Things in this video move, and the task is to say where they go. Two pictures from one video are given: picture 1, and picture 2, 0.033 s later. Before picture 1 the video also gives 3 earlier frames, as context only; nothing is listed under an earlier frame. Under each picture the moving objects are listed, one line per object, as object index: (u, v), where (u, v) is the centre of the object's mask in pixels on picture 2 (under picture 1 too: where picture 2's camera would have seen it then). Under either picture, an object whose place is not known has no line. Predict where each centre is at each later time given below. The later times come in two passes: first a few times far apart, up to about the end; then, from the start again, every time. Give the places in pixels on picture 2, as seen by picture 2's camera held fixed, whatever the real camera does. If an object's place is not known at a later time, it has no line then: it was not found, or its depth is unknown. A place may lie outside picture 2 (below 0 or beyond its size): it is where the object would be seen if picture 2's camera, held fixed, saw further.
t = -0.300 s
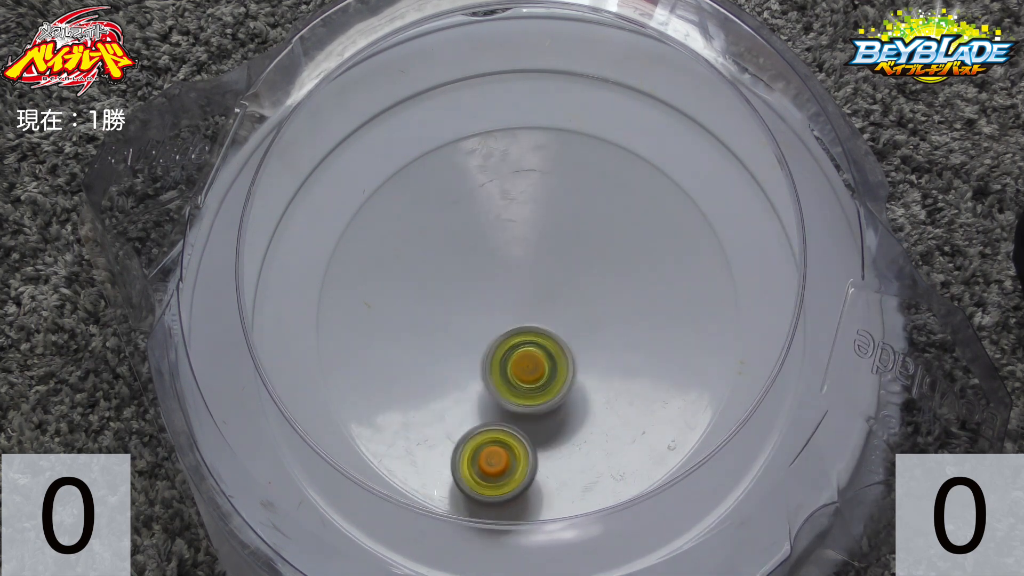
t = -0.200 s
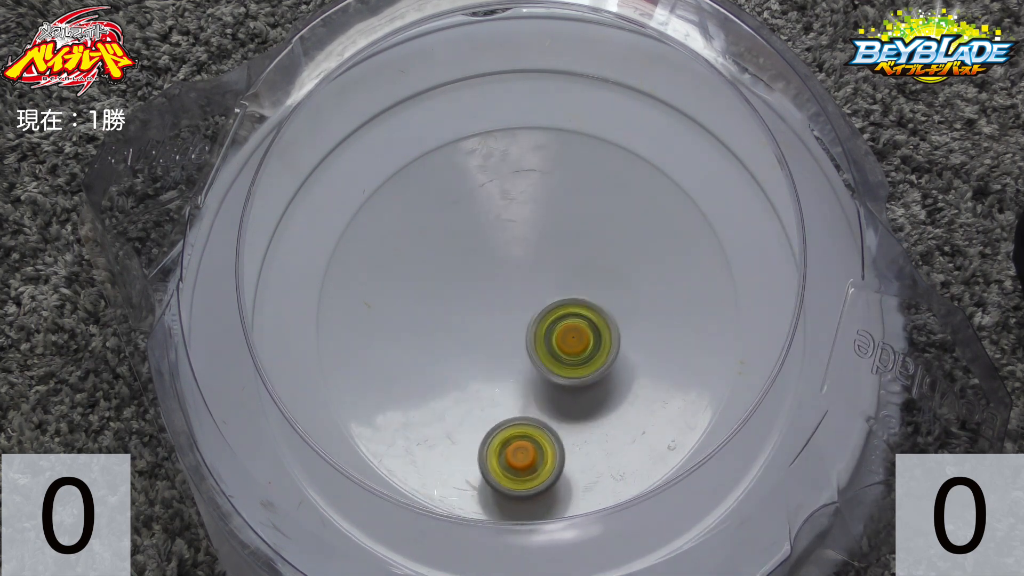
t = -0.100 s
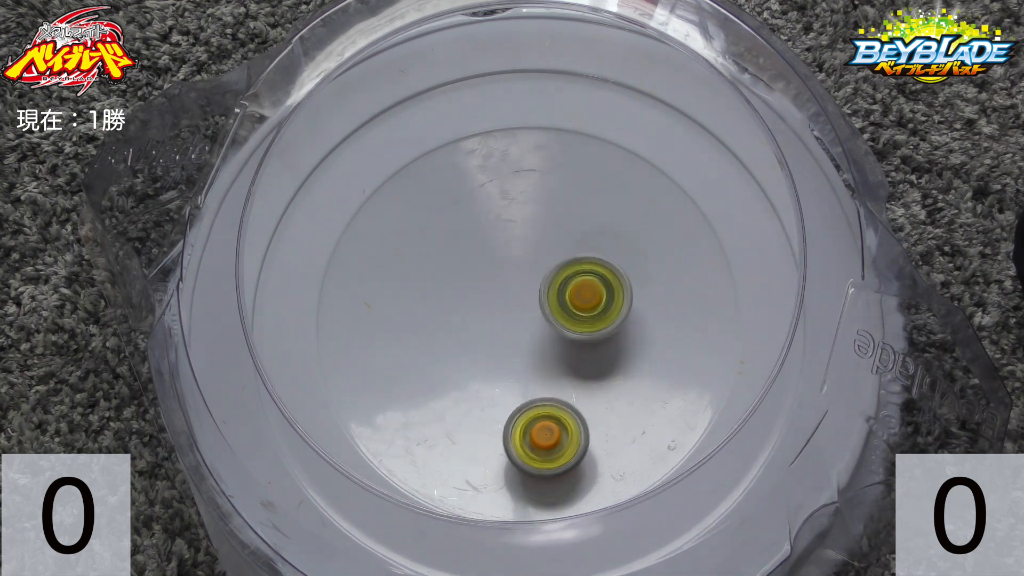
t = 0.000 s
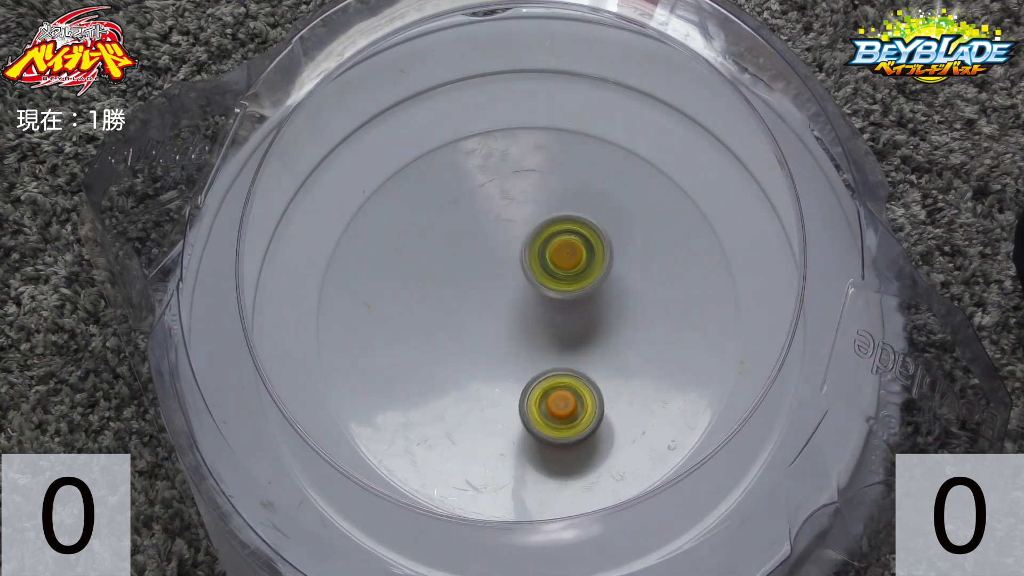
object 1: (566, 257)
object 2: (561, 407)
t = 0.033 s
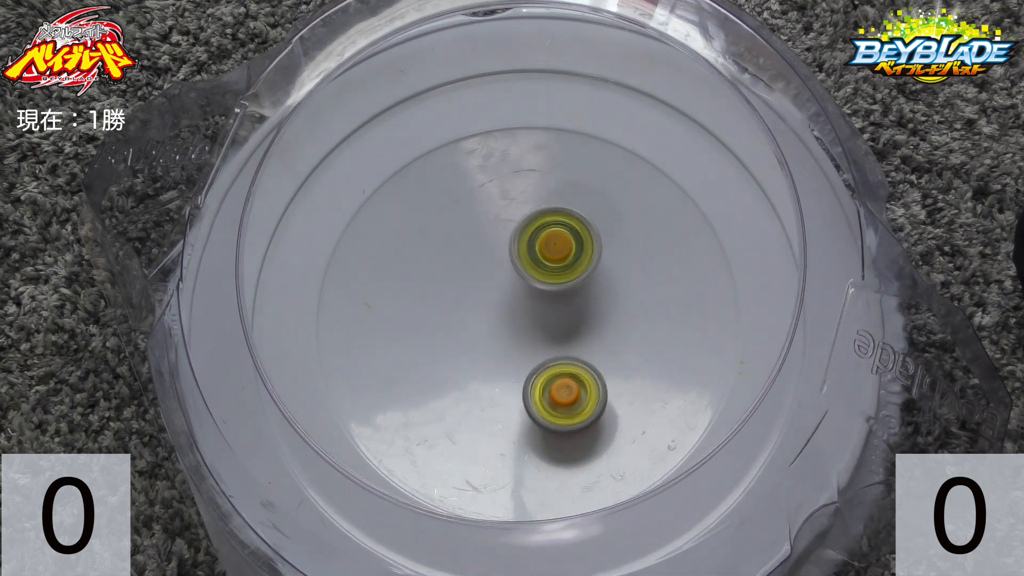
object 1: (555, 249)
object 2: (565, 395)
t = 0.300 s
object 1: (464, 303)
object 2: (559, 323)
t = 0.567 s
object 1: (484, 374)
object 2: (543, 281)
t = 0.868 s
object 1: (578, 291)
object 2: (494, 278)
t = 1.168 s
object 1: (580, 267)
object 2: (422, 311)
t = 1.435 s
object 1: (622, 263)
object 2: (348, 402)
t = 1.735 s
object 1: (542, 283)
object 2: (436, 441)
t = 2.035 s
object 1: (504, 320)
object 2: (545, 467)
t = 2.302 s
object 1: (554, 246)
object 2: (607, 547)
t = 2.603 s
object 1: (534, 378)
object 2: (641, 541)
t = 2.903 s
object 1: (559, 317)
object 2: (607, 548)
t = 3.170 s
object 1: (522, 283)
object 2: (549, 542)
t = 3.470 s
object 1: (533, 336)
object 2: (522, 480)
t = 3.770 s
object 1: (541, 266)
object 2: (547, 368)
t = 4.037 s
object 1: (453, 257)
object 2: (587, 316)
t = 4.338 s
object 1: (484, 337)
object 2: (615, 302)
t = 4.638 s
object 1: (567, 330)
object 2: (607, 248)
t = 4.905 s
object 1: (485, 297)
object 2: (571, 274)
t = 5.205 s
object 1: (474, 295)
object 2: (560, 327)
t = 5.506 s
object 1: (522, 274)
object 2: (543, 373)
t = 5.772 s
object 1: (521, 196)
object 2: (503, 484)
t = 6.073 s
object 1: (479, 214)
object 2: (509, 438)
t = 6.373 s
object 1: (522, 265)
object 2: (543, 422)
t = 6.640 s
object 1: (575, 278)
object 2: (562, 373)
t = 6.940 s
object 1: (565, 222)
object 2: (533, 378)
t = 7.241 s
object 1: (589, 237)
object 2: (483, 425)
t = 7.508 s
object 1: (549, 308)
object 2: (509, 409)
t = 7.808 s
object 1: (546, 239)
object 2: (504, 452)
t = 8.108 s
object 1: (570, 242)
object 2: (482, 475)
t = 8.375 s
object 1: (568, 184)
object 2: (415, 543)
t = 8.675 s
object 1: (513, 324)
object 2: (399, 536)
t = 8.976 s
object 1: (546, 395)
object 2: (411, 494)
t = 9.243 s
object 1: (536, 351)
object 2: (495, 432)
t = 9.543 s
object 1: (482, 279)
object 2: (568, 373)
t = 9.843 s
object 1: (492, 278)
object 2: (601, 338)
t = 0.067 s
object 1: (541, 245)
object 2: (567, 382)
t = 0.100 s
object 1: (526, 245)
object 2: (569, 370)
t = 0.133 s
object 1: (512, 250)
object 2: (569, 358)
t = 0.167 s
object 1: (501, 260)
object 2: (567, 347)
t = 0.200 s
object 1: (491, 272)
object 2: (564, 337)
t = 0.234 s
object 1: (485, 287)
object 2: (560, 329)
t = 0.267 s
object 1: (477, 296)
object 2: (559, 324)
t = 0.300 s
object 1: (464, 303)
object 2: (559, 323)
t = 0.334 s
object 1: (455, 309)
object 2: (558, 322)
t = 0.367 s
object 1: (449, 318)
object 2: (556, 318)
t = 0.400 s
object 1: (448, 327)
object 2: (551, 314)
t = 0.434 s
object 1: (452, 336)
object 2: (546, 309)
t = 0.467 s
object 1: (460, 345)
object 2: (540, 305)
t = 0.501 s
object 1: (466, 355)
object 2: (541, 298)
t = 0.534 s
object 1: (473, 365)
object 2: (543, 288)
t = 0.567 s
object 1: (484, 374)
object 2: (543, 281)
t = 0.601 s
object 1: (498, 377)
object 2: (540, 277)
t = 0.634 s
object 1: (514, 376)
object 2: (535, 273)
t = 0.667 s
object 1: (529, 371)
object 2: (529, 271)
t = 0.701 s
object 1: (544, 362)
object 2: (522, 270)
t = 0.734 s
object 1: (557, 351)
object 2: (515, 269)
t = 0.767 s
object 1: (567, 338)
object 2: (510, 270)
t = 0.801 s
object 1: (575, 323)
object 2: (504, 272)
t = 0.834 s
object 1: (579, 307)
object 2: (499, 274)
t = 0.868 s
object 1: (578, 291)
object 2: (494, 278)
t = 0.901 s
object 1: (575, 279)
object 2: (492, 282)
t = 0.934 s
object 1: (573, 271)
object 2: (487, 286)
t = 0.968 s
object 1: (589, 267)
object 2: (464, 287)
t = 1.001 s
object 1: (599, 265)
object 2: (445, 287)
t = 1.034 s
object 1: (605, 264)
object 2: (430, 290)
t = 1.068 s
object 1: (607, 264)
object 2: (419, 294)
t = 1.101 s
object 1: (601, 263)
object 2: (414, 299)
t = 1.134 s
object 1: (594, 265)
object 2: (416, 305)
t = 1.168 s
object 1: (580, 267)
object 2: (422, 311)
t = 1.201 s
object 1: (565, 272)
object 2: (431, 317)
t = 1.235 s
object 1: (549, 280)
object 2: (441, 321)
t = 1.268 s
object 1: (533, 287)
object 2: (452, 326)
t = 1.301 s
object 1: (555, 279)
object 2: (416, 344)
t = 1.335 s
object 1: (578, 273)
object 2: (386, 363)
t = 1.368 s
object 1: (597, 268)
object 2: (364, 379)
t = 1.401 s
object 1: (613, 265)
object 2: (351, 392)
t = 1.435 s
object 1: (622, 263)
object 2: (348, 402)
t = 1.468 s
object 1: (626, 261)
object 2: (352, 409)
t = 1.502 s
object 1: (628, 259)
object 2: (361, 416)
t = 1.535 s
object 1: (626, 258)
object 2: (370, 422)
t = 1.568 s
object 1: (621, 258)
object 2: (379, 427)
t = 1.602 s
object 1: (611, 262)
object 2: (389, 432)
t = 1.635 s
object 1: (598, 266)
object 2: (400, 435)
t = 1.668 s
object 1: (580, 271)
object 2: (412, 438)
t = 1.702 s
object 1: (562, 276)
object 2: (424, 440)
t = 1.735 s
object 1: (542, 283)
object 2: (436, 441)
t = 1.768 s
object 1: (523, 291)
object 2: (448, 441)
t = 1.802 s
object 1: (505, 299)
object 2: (461, 440)
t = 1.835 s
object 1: (492, 309)
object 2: (473, 437)
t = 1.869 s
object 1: (485, 317)
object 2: (485, 434)
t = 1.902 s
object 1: (481, 328)
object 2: (497, 430)
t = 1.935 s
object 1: (481, 339)
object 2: (508, 425)
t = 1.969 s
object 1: (486, 346)
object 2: (518, 425)
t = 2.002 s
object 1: (497, 345)
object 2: (529, 433)
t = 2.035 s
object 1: (504, 320)
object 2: (545, 467)
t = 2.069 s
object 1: (512, 297)
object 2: (559, 486)
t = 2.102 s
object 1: (520, 275)
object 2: (574, 501)
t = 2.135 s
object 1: (528, 257)
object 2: (584, 514)
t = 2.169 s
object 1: (536, 244)
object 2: (591, 527)
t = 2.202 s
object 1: (543, 236)
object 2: (596, 535)
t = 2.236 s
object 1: (548, 234)
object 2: (602, 545)
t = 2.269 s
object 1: (552, 238)
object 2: (605, 546)
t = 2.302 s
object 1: (554, 246)
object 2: (607, 547)
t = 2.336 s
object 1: (552, 259)
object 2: (610, 549)
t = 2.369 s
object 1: (549, 277)
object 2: (615, 549)
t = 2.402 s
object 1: (547, 296)
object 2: (620, 548)
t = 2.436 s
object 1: (545, 315)
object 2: (627, 546)
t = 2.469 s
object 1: (544, 333)
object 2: (633, 544)
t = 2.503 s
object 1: (542, 349)
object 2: (638, 542)
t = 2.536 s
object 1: (539, 362)
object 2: (641, 540)
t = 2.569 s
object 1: (536, 372)
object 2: (642, 540)
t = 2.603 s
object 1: (534, 378)
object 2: (641, 541)
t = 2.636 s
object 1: (534, 380)
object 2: (639, 542)
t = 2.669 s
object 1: (536, 379)
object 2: (637, 542)
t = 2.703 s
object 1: (539, 376)
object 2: (636, 541)
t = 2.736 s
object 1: (544, 369)
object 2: (633, 542)
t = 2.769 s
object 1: (548, 360)
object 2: (629, 543)
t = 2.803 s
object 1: (552, 350)
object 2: (624, 545)
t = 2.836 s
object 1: (555, 339)
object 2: (619, 546)
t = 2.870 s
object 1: (557, 327)
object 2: (613, 547)
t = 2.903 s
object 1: (559, 317)
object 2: (607, 548)
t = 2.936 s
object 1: (560, 307)
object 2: (600, 548)
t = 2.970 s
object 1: (558, 297)
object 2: (593, 549)
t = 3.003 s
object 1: (553, 289)
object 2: (585, 548)
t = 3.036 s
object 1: (549, 283)
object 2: (577, 547)
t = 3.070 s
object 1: (542, 280)
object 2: (570, 546)
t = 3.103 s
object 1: (534, 278)
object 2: (563, 546)
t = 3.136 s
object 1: (527, 280)
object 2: (556, 544)
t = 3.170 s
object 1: (522, 283)
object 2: (549, 542)
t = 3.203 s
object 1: (519, 288)
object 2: (543, 540)
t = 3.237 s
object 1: (517, 293)
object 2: (536, 537)
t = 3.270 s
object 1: (516, 301)
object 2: (530, 533)
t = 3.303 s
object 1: (515, 308)
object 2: (525, 527)
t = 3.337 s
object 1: (517, 313)
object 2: (520, 521)
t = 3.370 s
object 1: (520, 319)
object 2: (516, 514)
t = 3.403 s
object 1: (524, 327)
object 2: (514, 504)
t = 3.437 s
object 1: (528, 333)
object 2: (518, 489)
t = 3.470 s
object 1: (533, 336)
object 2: (522, 480)
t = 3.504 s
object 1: (536, 339)
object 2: (527, 467)
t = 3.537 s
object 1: (539, 340)
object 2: (532, 453)
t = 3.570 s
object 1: (539, 340)
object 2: (536, 438)
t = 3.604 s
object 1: (539, 337)
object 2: (540, 422)
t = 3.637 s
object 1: (540, 322)
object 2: (540, 414)
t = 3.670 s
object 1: (543, 309)
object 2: (541, 404)
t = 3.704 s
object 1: (545, 294)
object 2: (542, 392)
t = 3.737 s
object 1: (545, 279)
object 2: (544, 380)
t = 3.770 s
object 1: (541, 266)
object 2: (547, 368)
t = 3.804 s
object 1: (533, 255)
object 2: (549, 356)
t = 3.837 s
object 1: (523, 247)
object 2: (551, 345)
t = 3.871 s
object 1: (511, 242)
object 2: (553, 335)
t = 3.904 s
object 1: (496, 242)
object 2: (554, 326)
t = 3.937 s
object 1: (486, 246)
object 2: (555, 317)
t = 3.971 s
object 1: (482, 253)
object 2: (555, 309)
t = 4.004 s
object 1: (468, 257)
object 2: (568, 310)
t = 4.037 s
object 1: (453, 257)
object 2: (587, 316)
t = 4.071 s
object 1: (443, 259)
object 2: (602, 323)
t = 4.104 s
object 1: (437, 265)
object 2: (612, 327)
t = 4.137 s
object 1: (434, 275)
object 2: (618, 328)
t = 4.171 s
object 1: (435, 286)
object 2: (620, 327)
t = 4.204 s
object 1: (439, 298)
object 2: (620, 323)
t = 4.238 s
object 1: (446, 310)
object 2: (620, 318)
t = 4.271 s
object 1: (456, 320)
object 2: (618, 313)
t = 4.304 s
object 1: (469, 329)
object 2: (617, 307)
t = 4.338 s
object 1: (484, 337)
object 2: (615, 302)
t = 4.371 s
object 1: (502, 344)
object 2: (614, 297)
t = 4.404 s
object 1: (517, 349)
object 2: (613, 292)
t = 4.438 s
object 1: (530, 349)
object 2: (611, 289)
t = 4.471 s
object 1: (545, 348)
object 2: (609, 285)
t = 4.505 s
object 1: (554, 345)
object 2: (609, 276)
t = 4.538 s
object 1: (560, 346)
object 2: (610, 266)
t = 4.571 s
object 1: (566, 340)
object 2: (610, 260)
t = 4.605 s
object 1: (570, 331)
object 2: (608, 256)
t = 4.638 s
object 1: (567, 330)
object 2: (607, 248)
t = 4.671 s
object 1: (560, 330)
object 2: (604, 244)
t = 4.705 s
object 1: (551, 330)
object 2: (601, 244)
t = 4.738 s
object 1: (539, 328)
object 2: (597, 246)
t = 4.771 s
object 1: (529, 324)
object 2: (592, 250)
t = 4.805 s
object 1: (519, 317)
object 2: (585, 255)
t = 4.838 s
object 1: (509, 310)
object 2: (579, 261)
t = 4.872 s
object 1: (500, 304)
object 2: (573, 267)
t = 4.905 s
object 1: (485, 297)
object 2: (571, 274)
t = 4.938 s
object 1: (462, 293)
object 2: (579, 279)
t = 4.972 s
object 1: (443, 289)
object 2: (584, 286)
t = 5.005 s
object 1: (431, 287)
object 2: (588, 297)
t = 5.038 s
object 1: (424, 285)
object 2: (589, 305)
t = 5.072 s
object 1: (426, 284)
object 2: (586, 311)
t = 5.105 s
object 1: (432, 285)
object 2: (580, 317)
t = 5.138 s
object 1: (442, 287)
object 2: (573, 322)
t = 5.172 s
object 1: (455, 290)
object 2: (567, 324)
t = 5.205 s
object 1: (474, 295)
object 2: (560, 327)
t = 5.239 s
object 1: (491, 297)
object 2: (558, 332)
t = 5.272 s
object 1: (497, 284)
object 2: (566, 348)
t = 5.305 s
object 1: (504, 274)
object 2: (570, 363)
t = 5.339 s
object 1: (511, 266)
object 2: (568, 373)
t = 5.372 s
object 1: (517, 263)
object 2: (564, 378)
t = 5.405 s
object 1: (521, 262)
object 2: (559, 379)
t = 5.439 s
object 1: (522, 263)
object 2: (553, 378)
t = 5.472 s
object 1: (523, 267)
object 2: (548, 376)
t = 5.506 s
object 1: (522, 274)
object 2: (543, 373)
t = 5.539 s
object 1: (520, 284)
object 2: (538, 369)
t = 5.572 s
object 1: (518, 292)
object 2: (533, 368)
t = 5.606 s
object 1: (516, 293)
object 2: (529, 371)
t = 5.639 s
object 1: (514, 295)
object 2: (525, 371)
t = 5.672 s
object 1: (515, 270)
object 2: (519, 403)
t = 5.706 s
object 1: (517, 239)
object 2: (512, 439)
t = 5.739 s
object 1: (519, 214)
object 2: (507, 467)
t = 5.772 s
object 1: (521, 196)
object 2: (503, 484)
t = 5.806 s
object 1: (521, 185)
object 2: (500, 492)
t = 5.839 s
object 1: (519, 177)
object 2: (497, 496)
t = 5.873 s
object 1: (514, 174)
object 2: (497, 495)
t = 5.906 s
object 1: (508, 175)
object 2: (500, 489)
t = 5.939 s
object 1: (502, 178)
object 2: (502, 483)
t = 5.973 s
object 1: (495, 185)
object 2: (503, 474)
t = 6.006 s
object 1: (489, 192)
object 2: (505, 463)
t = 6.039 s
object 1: (483, 203)
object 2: (507, 451)
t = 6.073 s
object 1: (479, 214)
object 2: (509, 438)
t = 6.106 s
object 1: (477, 228)
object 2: (510, 423)
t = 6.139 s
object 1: (477, 243)
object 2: (512, 409)
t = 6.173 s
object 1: (480, 259)
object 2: (513, 394)
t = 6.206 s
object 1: (486, 277)
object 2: (516, 381)
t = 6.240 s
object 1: (493, 286)
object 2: (520, 381)
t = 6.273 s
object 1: (499, 276)
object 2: (527, 402)
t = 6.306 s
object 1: (506, 269)
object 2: (534, 416)
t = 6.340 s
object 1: (513, 266)
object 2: (539, 422)
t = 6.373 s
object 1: (522, 265)
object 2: (543, 422)
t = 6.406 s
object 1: (531, 267)
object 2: (547, 415)
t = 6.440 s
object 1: (540, 270)
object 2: (550, 408)
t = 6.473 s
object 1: (549, 273)
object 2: (554, 399)
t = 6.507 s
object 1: (557, 277)
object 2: (558, 391)
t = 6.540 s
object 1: (564, 281)
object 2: (561, 382)
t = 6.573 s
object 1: (569, 285)
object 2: (564, 373)
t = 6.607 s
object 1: (573, 283)
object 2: (563, 374)
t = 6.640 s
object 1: (575, 278)
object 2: (562, 373)
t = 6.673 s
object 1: (575, 274)
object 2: (561, 369)
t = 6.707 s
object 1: (575, 273)
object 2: (562, 363)
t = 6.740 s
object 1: (574, 266)
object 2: (560, 367)
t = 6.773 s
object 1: (575, 247)
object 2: (552, 381)
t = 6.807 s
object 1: (574, 235)
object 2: (545, 390)
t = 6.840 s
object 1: (572, 226)
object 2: (538, 393)
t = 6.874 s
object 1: (569, 221)
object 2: (534, 390)
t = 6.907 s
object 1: (567, 220)
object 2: (533, 385)
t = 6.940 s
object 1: (565, 222)
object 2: (533, 378)
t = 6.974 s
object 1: (564, 228)
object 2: (535, 371)
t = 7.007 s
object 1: (562, 237)
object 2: (536, 364)
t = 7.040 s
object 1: (560, 249)
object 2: (537, 357)
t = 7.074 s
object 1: (558, 262)
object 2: (538, 351)
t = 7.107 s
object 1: (559, 270)
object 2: (534, 355)
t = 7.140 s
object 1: (570, 255)
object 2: (517, 382)
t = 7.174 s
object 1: (578, 244)
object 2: (502, 402)
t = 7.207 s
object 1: (585, 238)
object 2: (491, 417)
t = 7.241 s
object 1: (589, 237)
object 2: (483, 425)
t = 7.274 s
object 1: (591, 240)
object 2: (481, 427)
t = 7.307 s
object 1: (590, 247)
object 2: (483, 428)
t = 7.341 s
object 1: (587, 257)
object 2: (487, 427)
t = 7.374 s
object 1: (583, 268)
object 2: (492, 426)
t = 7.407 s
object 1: (576, 279)
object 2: (497, 423)
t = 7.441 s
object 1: (568, 289)
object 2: (501, 419)
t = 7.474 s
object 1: (559, 299)
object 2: (505, 414)
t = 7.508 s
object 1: (549, 308)
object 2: (509, 409)
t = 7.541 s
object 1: (540, 314)
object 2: (513, 403)
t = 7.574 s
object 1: (534, 308)
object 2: (511, 412)
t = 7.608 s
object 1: (536, 284)
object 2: (502, 436)
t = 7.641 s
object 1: (536, 264)
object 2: (495, 452)
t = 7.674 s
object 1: (537, 248)
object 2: (492, 460)
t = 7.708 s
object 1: (538, 239)
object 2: (492, 462)
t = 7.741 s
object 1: (540, 234)
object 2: (495, 460)
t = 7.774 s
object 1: (543, 234)
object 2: (499, 456)
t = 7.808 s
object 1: (546, 239)
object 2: (504, 452)
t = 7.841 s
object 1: (550, 248)
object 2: (508, 446)
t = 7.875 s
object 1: (553, 258)
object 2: (512, 439)
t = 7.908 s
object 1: (554, 269)
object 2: (515, 431)
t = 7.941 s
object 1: (554, 281)
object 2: (518, 423)
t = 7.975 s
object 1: (552, 292)
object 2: (521, 414)
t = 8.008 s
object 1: (549, 303)
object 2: (525, 404)
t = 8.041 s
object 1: (545, 311)
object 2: (527, 397)
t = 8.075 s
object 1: (559, 277)
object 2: (504, 439)
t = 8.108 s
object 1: (570, 242)
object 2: (482, 475)
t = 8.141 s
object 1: (579, 212)
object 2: (464, 500)
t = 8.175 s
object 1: (586, 189)
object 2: (449, 522)
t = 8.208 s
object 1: (590, 173)
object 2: (436, 538)
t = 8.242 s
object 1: (591, 164)
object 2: (424, 546)
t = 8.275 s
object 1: (590, 164)
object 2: (419, 546)
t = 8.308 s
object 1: (584, 168)
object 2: (416, 545)
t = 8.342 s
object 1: (576, 175)
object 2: (416, 544)
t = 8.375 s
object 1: (568, 184)
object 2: (415, 543)
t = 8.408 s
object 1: (560, 196)
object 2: (414, 543)
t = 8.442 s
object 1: (551, 209)
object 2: (413, 543)
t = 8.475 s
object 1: (542, 224)
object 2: (411, 542)
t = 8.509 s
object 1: (532, 240)
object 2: (409, 542)
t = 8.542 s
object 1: (523, 257)
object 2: (407, 541)
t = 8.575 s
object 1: (516, 275)
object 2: (405, 540)
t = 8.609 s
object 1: (512, 292)
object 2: (403, 539)
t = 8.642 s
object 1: (511, 308)
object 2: (401, 538)
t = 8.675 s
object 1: (513, 324)
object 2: (399, 536)
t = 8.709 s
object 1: (517, 338)
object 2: (398, 535)
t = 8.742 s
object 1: (521, 350)
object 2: (400, 525)
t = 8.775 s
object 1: (526, 361)
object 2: (401, 521)
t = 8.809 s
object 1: (529, 370)
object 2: (402, 517)
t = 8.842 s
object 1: (533, 377)
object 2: (403, 512)
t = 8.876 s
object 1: (537, 382)
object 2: (404, 508)
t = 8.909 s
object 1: (541, 387)
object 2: (407, 500)
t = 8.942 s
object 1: (544, 391)
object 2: (408, 499)
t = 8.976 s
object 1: (546, 395)
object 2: (411, 494)
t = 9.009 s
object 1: (547, 398)
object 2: (415, 489)
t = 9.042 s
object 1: (547, 397)
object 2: (425, 477)
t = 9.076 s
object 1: (546, 393)
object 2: (434, 475)
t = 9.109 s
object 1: (545, 387)
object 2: (444, 470)
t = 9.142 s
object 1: (543, 380)
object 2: (457, 463)
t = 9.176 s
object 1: (541, 371)
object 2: (469, 453)
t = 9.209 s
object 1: (539, 361)
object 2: (482, 444)
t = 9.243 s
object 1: (536, 351)
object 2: (495, 432)
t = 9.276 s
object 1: (530, 343)
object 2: (508, 421)
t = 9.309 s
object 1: (526, 331)
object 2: (518, 414)
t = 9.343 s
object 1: (520, 318)
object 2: (527, 409)
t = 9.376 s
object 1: (512, 307)
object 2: (535, 404)
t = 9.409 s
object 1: (506, 299)
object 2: (543, 398)
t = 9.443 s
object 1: (499, 292)
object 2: (550, 391)
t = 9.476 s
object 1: (493, 287)
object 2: (557, 385)
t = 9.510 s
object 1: (487, 282)
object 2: (563, 379)
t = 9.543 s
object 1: (482, 279)
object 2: (568, 373)
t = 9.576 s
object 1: (477, 274)
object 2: (573, 368)
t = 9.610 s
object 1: (473, 271)
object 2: (578, 364)
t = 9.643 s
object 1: (469, 267)
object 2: (583, 360)
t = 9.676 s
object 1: (468, 265)
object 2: (587, 356)
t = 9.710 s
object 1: (469, 265)
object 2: (591, 353)
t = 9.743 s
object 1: (472, 267)
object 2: (595, 349)
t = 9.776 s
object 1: (477, 270)
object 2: (598, 345)
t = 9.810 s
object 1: (485, 274)
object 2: (600, 342)
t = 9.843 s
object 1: (492, 278)
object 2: (601, 338)
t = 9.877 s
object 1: (500, 281)
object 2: (601, 333)
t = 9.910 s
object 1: (507, 282)
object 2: (601, 329)
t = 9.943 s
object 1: (516, 283)
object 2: (600, 326)
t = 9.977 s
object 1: (524, 284)
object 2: (599, 323)
